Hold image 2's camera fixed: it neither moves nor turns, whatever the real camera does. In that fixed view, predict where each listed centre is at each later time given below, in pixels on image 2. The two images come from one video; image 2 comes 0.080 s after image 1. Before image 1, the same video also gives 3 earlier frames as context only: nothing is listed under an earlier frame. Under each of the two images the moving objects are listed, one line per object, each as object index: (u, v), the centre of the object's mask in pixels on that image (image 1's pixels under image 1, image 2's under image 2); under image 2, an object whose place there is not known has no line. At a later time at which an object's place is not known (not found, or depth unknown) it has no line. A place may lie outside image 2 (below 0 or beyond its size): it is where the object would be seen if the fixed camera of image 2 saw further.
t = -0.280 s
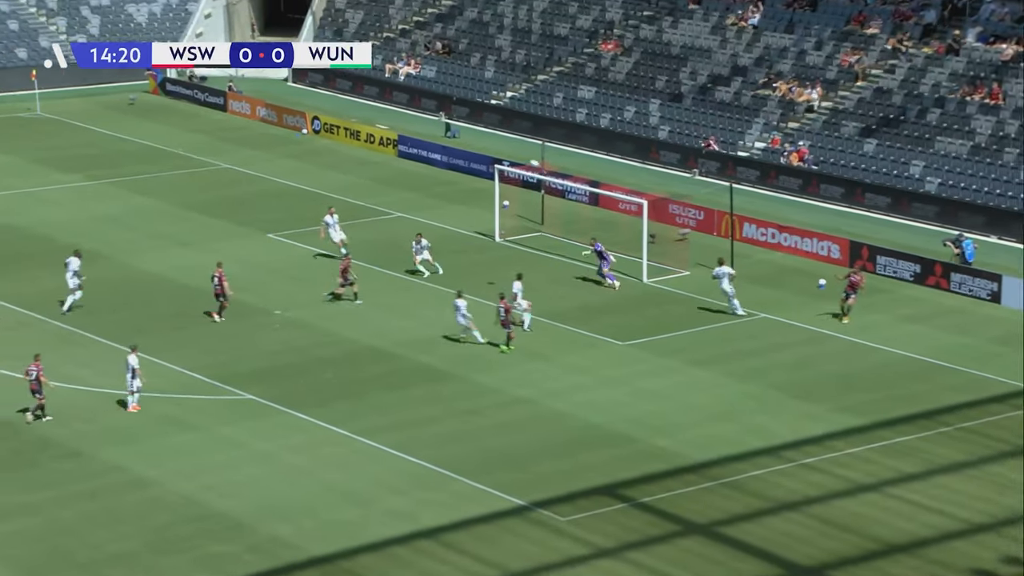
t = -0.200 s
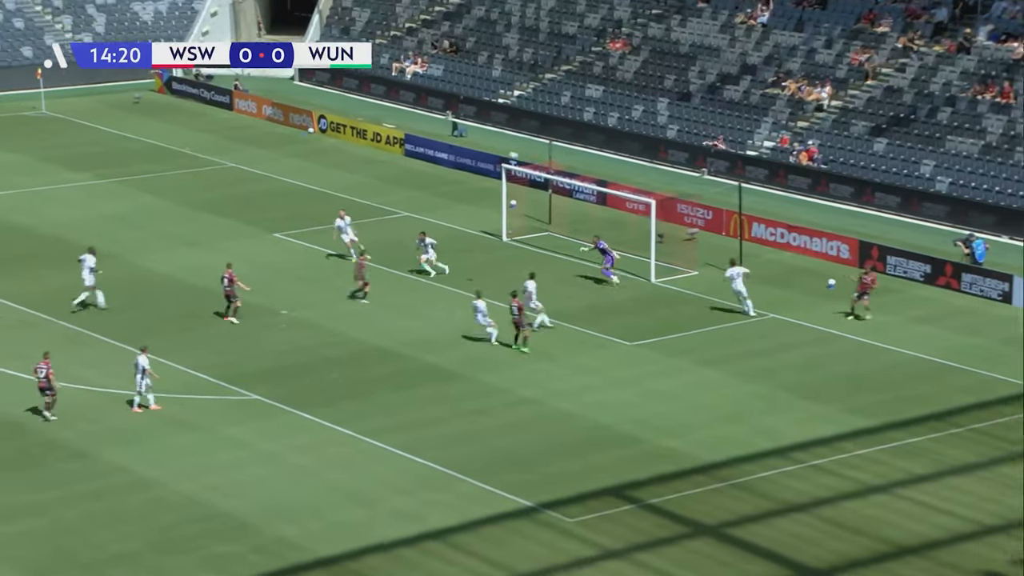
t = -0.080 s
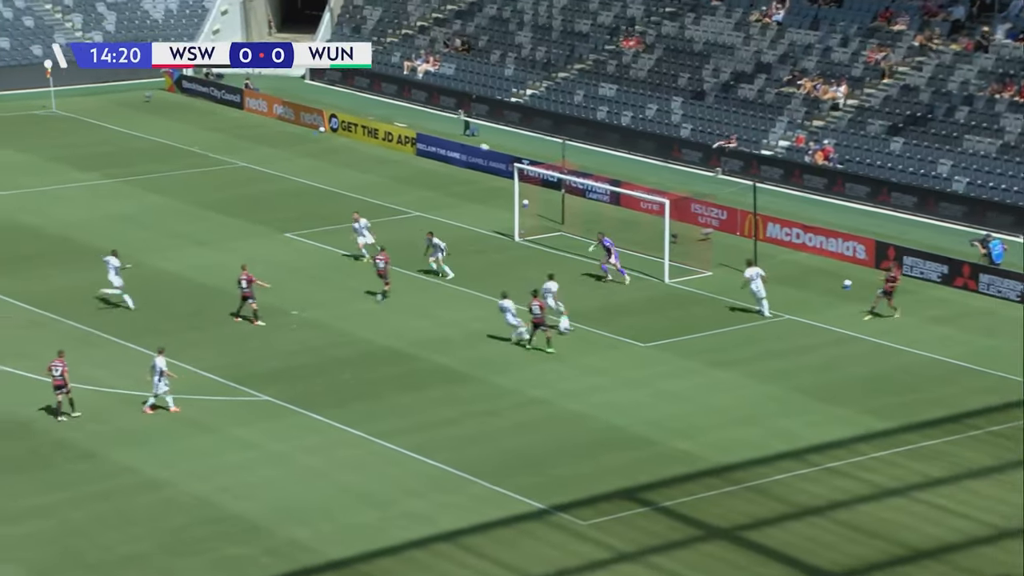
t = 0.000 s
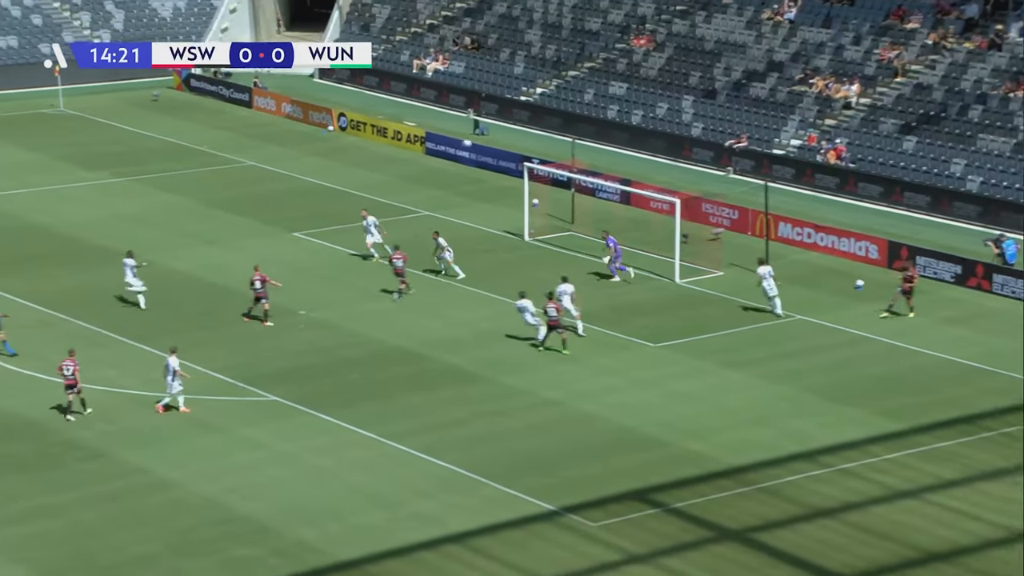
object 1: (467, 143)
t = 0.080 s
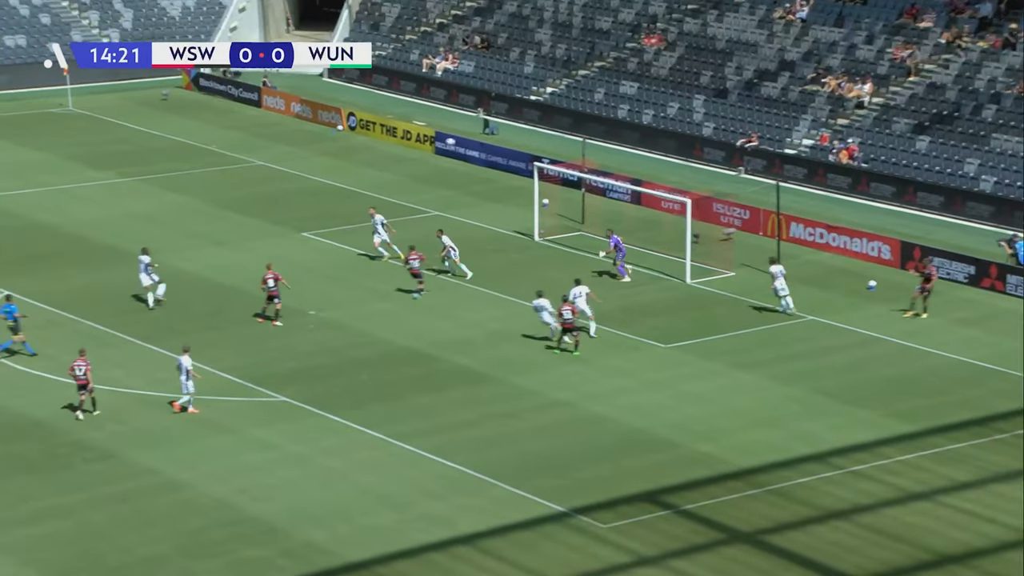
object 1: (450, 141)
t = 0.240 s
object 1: (400, 143)
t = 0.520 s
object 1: (313, 165)
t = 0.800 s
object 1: (229, 205)
